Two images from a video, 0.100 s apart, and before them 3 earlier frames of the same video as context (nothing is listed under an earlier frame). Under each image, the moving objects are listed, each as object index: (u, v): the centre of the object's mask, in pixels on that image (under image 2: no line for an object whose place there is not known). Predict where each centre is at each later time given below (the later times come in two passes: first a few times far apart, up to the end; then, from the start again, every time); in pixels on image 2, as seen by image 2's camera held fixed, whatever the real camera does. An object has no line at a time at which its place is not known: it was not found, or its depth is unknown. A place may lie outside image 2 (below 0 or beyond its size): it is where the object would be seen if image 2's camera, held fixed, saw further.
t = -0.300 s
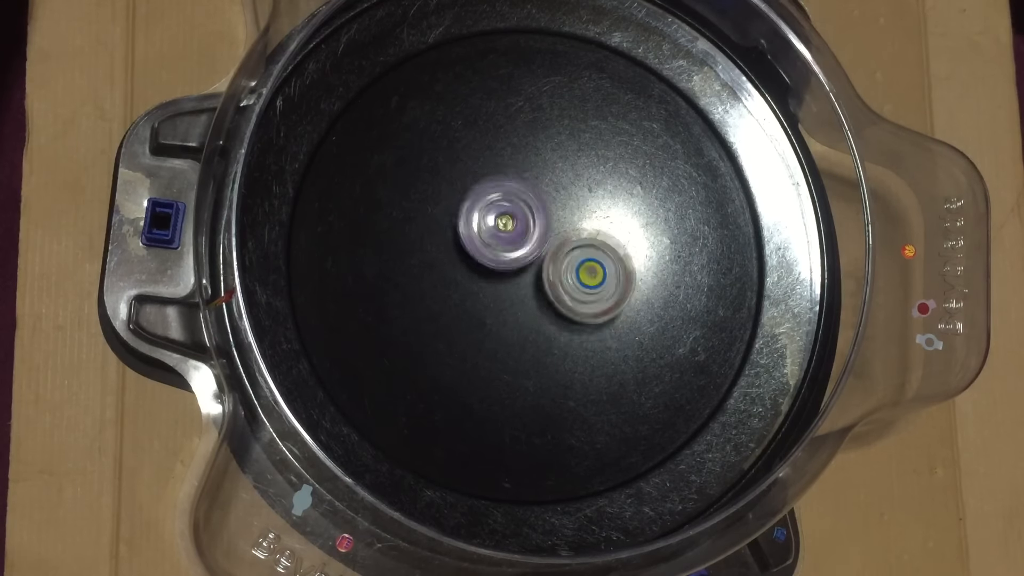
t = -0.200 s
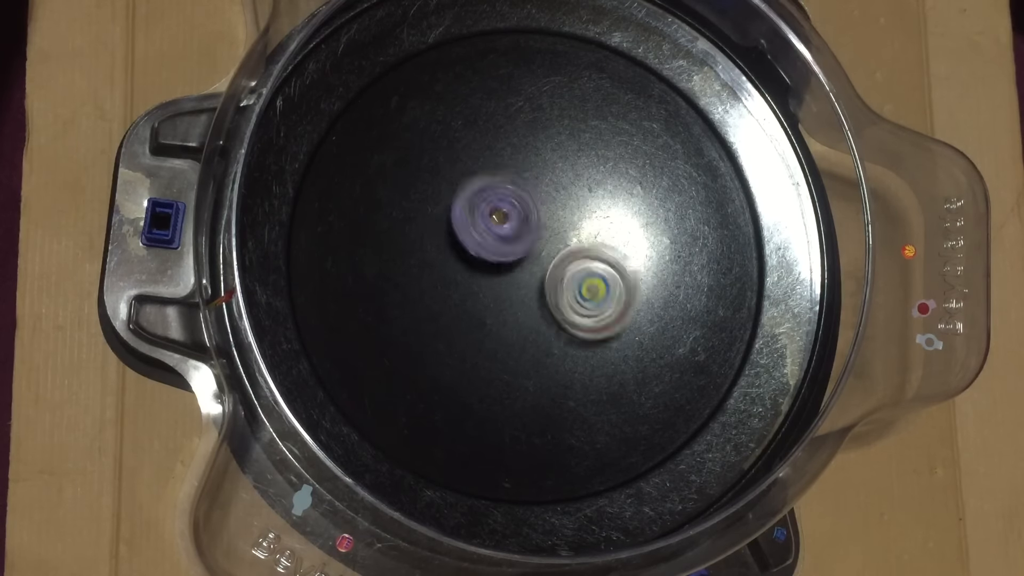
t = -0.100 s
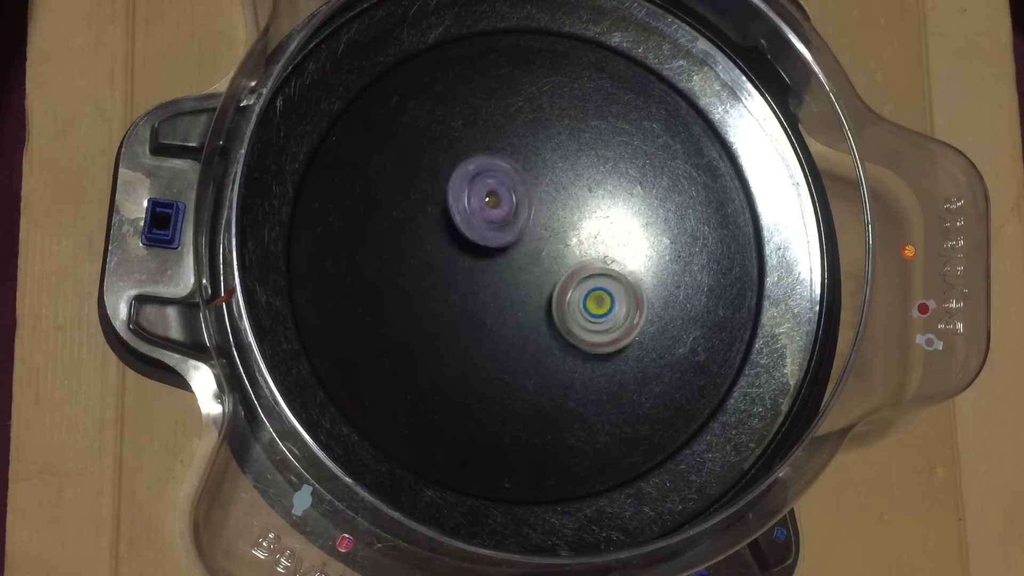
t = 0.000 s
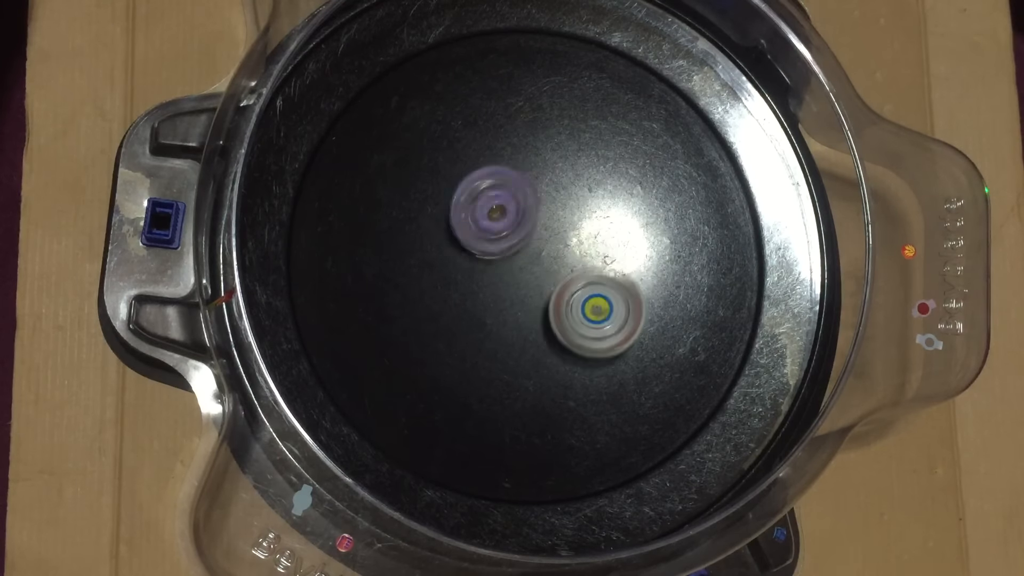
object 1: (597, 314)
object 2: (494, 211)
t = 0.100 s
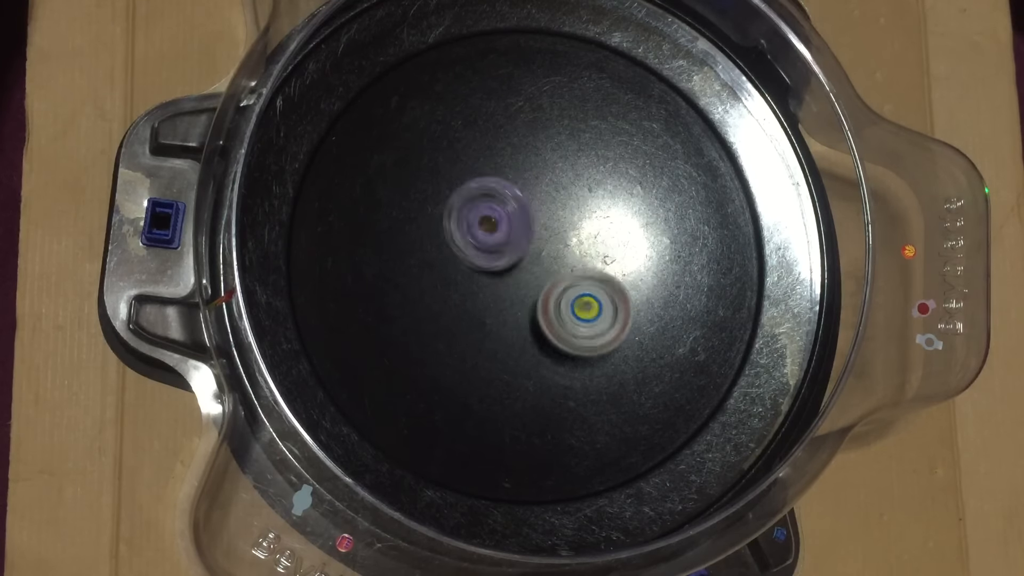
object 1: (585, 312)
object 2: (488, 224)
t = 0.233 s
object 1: (564, 298)
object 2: (490, 240)
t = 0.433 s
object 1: (567, 292)
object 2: (483, 242)
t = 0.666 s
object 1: (576, 293)
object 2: (495, 219)
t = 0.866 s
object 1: (571, 283)
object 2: (511, 202)
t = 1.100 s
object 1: (555, 251)
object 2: (500, 215)
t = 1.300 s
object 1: (555, 245)
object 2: (491, 224)
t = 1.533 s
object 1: (553, 263)
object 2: (490, 224)
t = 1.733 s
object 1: (543, 276)
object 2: (489, 219)
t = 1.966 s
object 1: (533, 266)
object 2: (485, 218)
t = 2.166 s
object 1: (545, 260)
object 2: (487, 218)
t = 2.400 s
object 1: (548, 262)
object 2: (487, 218)
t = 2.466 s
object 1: (542, 267)
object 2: (487, 218)
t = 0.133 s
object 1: (580, 310)
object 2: (487, 226)
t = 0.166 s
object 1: (574, 308)
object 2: (487, 228)
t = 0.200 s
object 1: (568, 303)
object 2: (487, 233)
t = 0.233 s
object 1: (564, 298)
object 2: (490, 240)
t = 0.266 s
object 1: (564, 297)
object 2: (490, 242)
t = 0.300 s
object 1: (566, 301)
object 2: (484, 240)
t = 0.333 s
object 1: (567, 300)
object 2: (481, 239)
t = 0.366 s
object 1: (567, 298)
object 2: (480, 240)
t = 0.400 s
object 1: (567, 294)
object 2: (479, 241)
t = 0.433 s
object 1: (567, 292)
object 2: (483, 242)
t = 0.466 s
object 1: (569, 295)
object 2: (485, 240)
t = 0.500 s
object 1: (571, 294)
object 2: (485, 237)
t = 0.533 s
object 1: (573, 294)
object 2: (486, 233)
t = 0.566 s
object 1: (575, 292)
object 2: (487, 228)
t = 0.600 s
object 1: (575, 295)
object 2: (489, 227)
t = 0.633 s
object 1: (576, 295)
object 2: (492, 223)
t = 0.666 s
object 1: (576, 293)
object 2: (495, 219)
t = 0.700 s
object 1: (577, 290)
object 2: (499, 215)
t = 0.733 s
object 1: (577, 288)
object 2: (504, 212)
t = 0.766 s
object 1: (575, 288)
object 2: (507, 208)
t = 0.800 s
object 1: (574, 288)
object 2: (509, 205)
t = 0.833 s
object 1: (573, 286)
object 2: (511, 203)
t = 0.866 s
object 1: (571, 283)
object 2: (511, 202)
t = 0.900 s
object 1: (566, 278)
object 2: (511, 201)
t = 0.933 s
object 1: (562, 274)
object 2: (511, 201)
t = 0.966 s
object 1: (558, 268)
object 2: (511, 201)
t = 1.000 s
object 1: (559, 262)
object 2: (509, 201)
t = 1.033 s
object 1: (558, 258)
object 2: (507, 204)
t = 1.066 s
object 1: (558, 254)
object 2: (505, 208)
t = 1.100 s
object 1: (555, 251)
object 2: (500, 215)
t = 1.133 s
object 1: (554, 248)
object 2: (495, 219)
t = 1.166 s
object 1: (554, 246)
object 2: (492, 221)
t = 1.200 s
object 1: (556, 244)
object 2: (490, 223)
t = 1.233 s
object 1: (556, 243)
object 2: (491, 224)
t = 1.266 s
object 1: (554, 245)
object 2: (491, 224)
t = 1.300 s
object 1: (555, 245)
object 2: (491, 224)
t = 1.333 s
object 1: (558, 245)
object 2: (491, 224)
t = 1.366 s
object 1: (556, 247)
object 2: (491, 224)
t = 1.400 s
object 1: (555, 252)
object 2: (491, 224)
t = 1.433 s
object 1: (553, 259)
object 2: (491, 224)
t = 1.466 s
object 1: (553, 260)
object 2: (491, 224)
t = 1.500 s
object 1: (554, 259)
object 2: (490, 224)
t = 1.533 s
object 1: (553, 263)
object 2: (490, 224)
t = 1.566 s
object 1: (548, 268)
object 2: (490, 224)
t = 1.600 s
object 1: (547, 266)
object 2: (489, 223)
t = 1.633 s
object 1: (545, 267)
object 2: (489, 222)
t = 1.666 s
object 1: (542, 269)
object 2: (488, 222)
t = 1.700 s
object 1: (546, 273)
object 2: (488, 220)
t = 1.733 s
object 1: (543, 276)
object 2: (489, 219)
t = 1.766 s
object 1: (537, 276)
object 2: (488, 217)
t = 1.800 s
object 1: (536, 276)
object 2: (488, 215)
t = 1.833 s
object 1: (535, 272)
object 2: (488, 215)
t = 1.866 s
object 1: (533, 270)
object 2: (487, 215)
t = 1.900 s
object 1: (535, 268)
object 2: (486, 216)
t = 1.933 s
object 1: (535, 267)
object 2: (486, 217)
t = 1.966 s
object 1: (533, 266)
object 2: (485, 218)
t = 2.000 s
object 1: (536, 265)
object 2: (485, 217)
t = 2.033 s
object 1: (537, 263)
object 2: (485, 217)
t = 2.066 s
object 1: (535, 261)
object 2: (485, 216)
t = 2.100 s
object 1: (540, 259)
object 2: (486, 215)
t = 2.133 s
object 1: (544, 257)
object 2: (486, 217)
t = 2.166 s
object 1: (545, 260)
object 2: (487, 218)
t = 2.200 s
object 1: (548, 260)
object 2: (487, 219)
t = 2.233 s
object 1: (549, 260)
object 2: (487, 220)
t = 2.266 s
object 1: (551, 262)
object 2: (487, 221)
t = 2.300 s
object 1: (549, 264)
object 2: (487, 220)
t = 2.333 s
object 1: (548, 263)
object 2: (487, 219)
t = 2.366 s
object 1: (546, 264)
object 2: (487, 219)
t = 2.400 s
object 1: (548, 262)
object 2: (487, 218)
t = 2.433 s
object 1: (546, 265)
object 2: (488, 219)
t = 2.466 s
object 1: (542, 267)
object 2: (487, 218)
